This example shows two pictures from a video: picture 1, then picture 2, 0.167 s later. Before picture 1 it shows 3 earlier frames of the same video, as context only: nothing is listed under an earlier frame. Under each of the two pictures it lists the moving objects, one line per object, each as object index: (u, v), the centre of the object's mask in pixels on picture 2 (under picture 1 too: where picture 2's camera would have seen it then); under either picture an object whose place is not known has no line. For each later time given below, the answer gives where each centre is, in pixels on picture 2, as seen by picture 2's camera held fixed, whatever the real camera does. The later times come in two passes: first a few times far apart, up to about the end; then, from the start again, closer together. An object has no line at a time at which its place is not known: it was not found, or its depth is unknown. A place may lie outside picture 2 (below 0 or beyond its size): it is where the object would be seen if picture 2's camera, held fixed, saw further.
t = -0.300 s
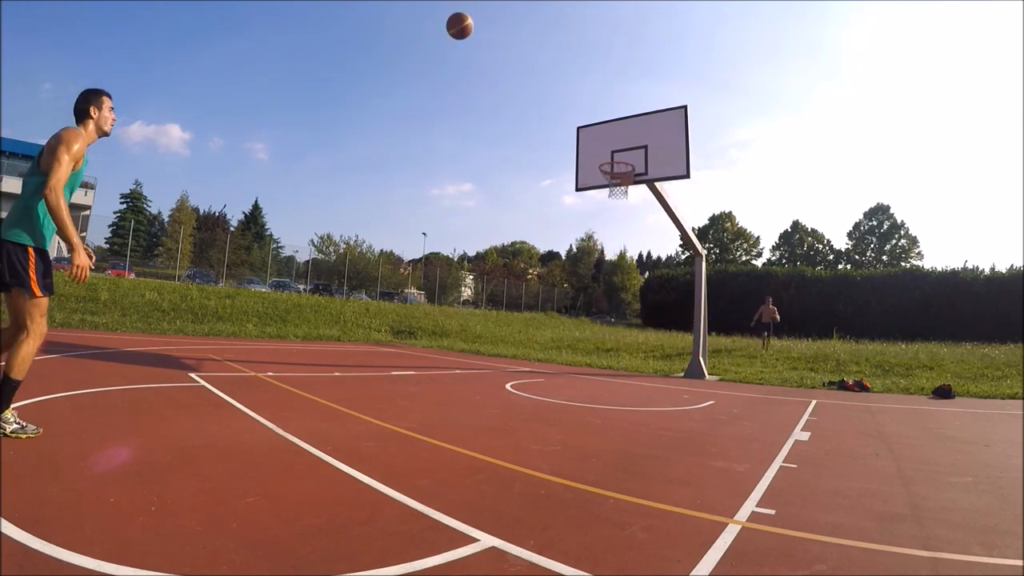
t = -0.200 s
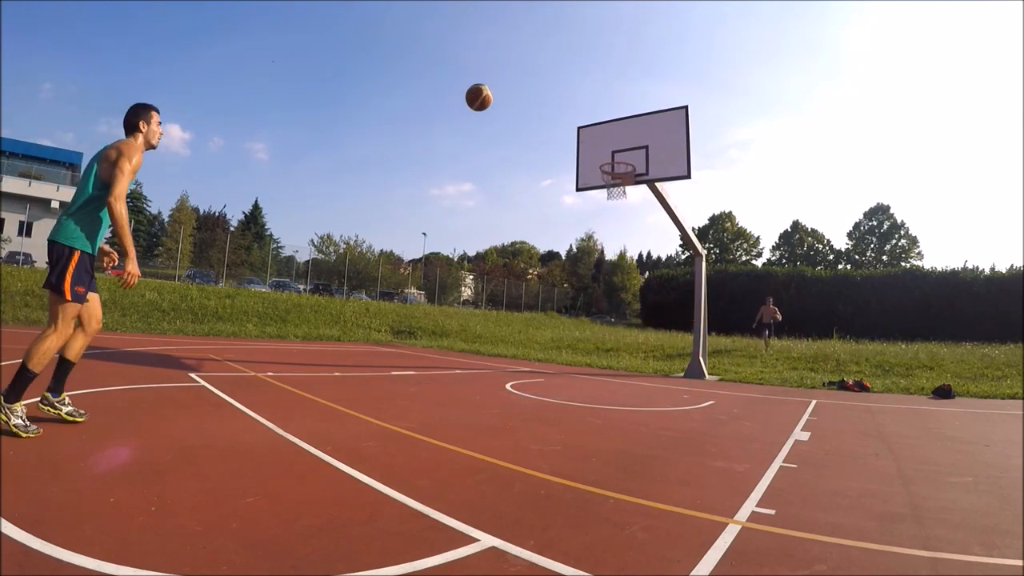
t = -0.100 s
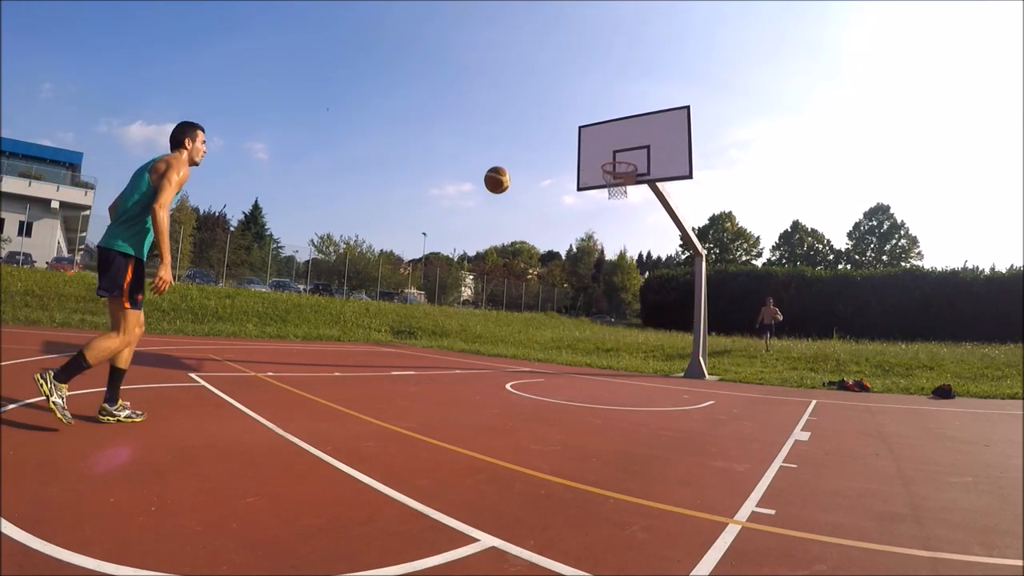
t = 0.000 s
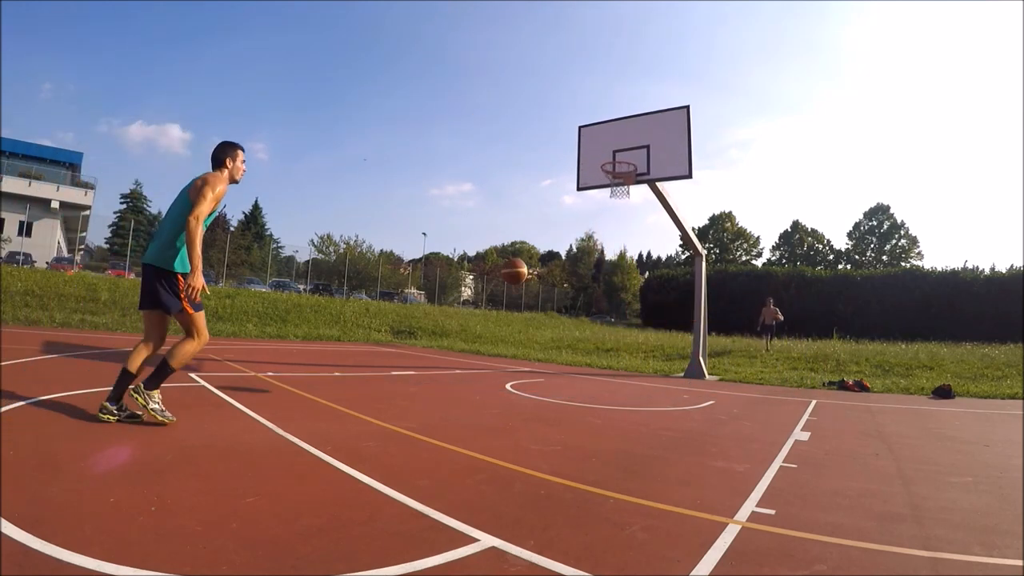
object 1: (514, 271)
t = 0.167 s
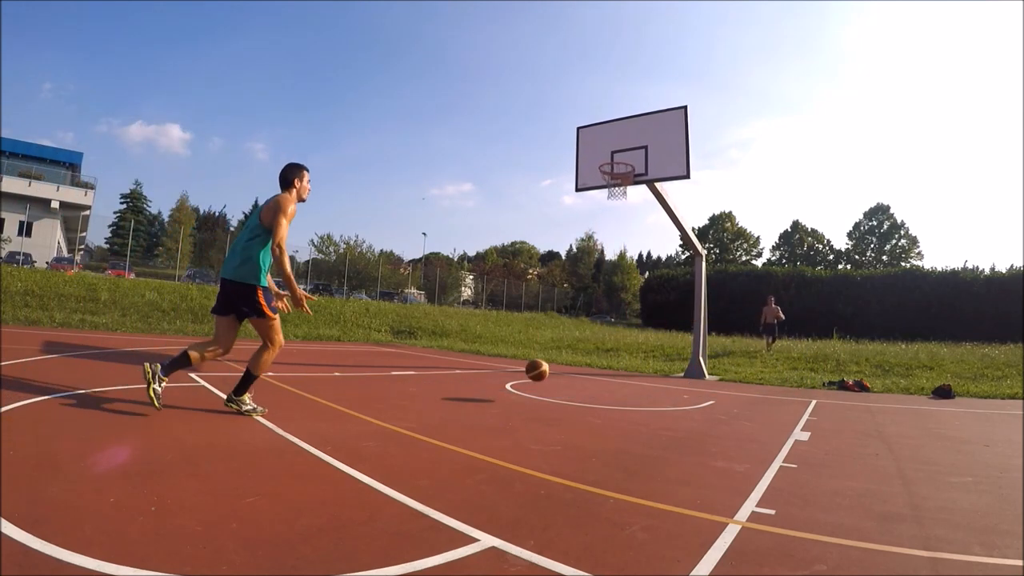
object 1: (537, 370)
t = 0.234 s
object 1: (544, 326)
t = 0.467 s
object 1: (564, 214)
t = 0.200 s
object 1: (541, 347)
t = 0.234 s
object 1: (544, 326)
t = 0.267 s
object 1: (548, 306)
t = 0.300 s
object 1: (550, 288)
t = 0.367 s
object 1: (556, 254)
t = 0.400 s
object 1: (559, 240)
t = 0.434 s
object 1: (561, 226)
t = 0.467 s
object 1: (564, 214)
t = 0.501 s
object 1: (566, 202)
